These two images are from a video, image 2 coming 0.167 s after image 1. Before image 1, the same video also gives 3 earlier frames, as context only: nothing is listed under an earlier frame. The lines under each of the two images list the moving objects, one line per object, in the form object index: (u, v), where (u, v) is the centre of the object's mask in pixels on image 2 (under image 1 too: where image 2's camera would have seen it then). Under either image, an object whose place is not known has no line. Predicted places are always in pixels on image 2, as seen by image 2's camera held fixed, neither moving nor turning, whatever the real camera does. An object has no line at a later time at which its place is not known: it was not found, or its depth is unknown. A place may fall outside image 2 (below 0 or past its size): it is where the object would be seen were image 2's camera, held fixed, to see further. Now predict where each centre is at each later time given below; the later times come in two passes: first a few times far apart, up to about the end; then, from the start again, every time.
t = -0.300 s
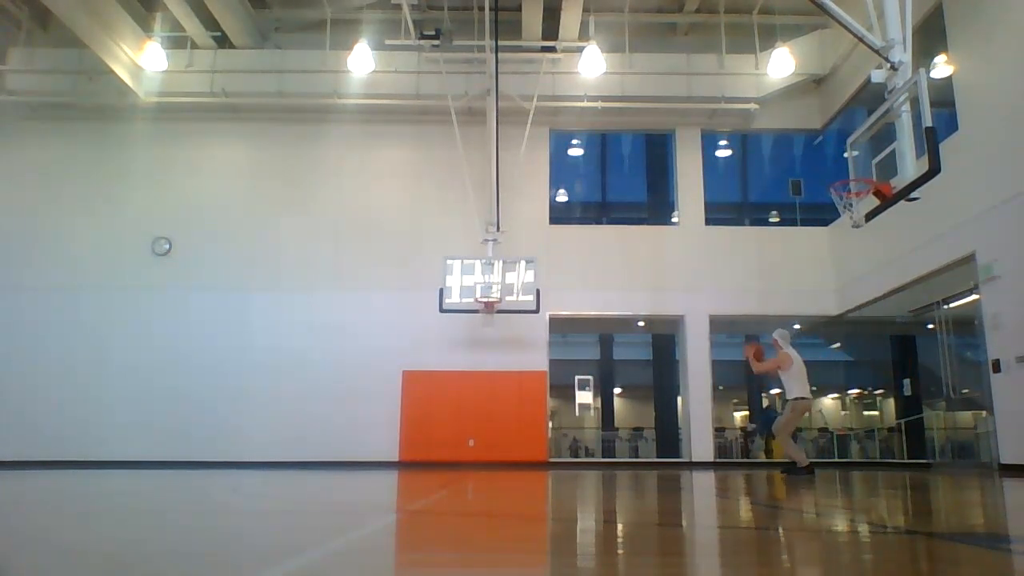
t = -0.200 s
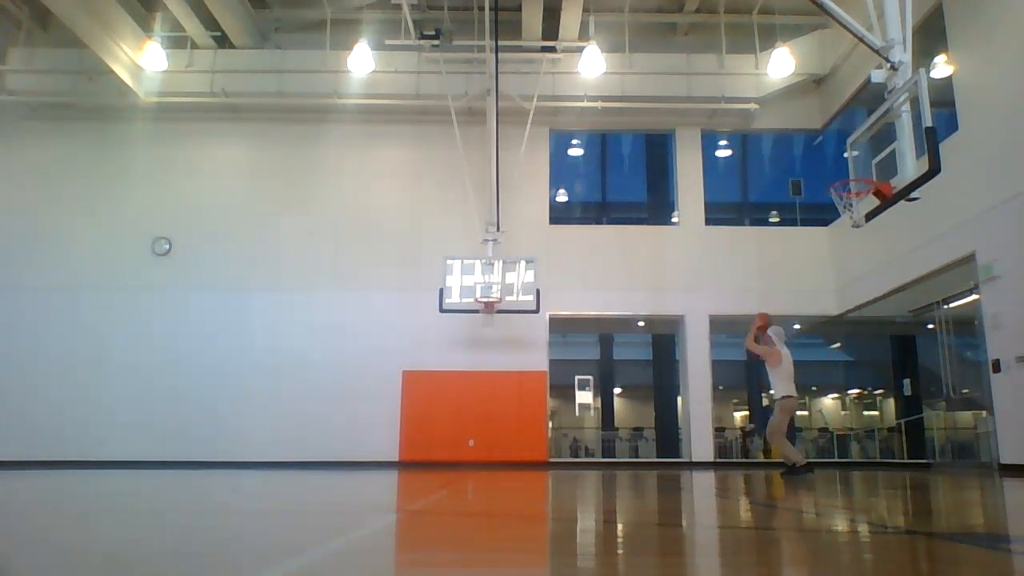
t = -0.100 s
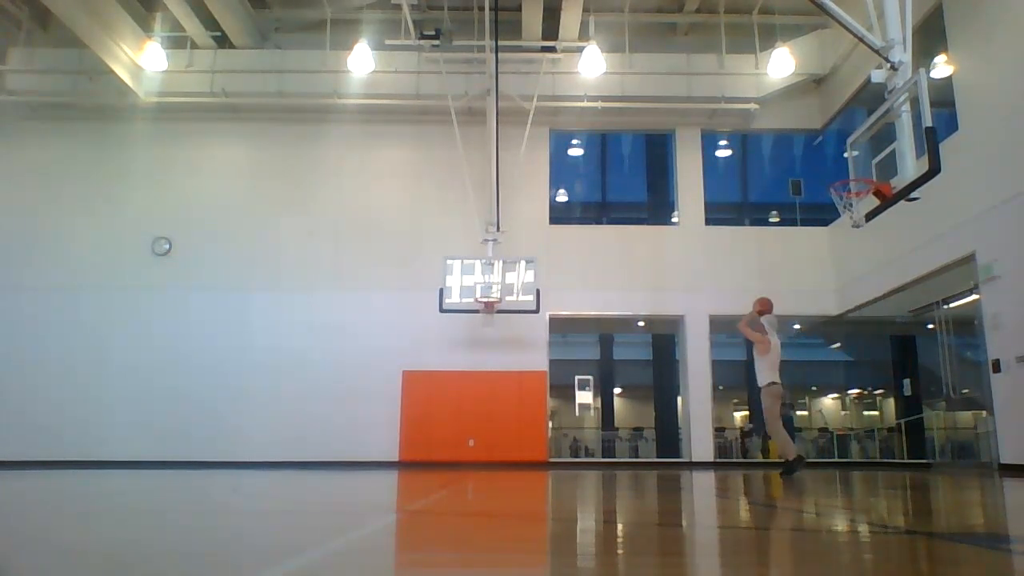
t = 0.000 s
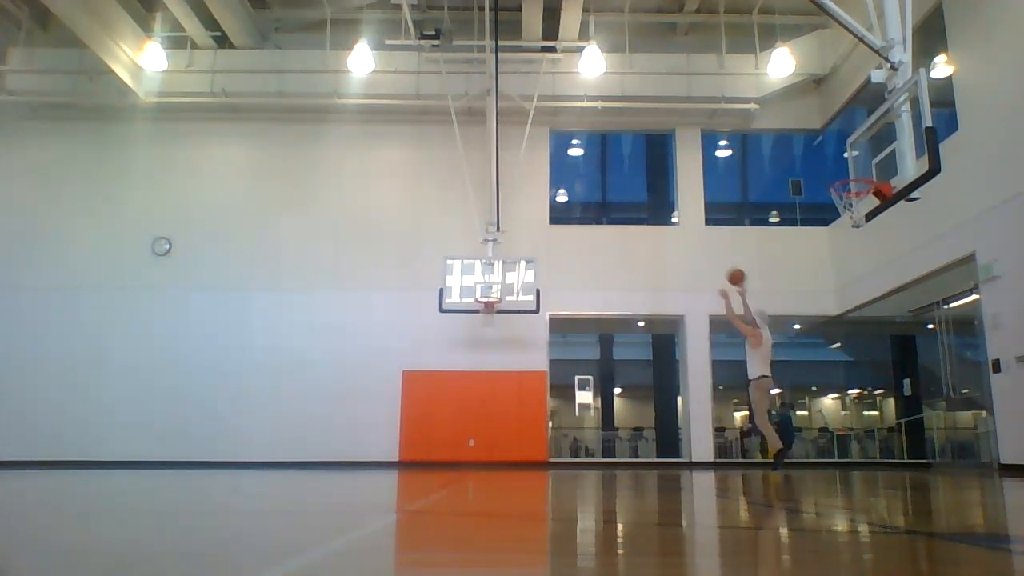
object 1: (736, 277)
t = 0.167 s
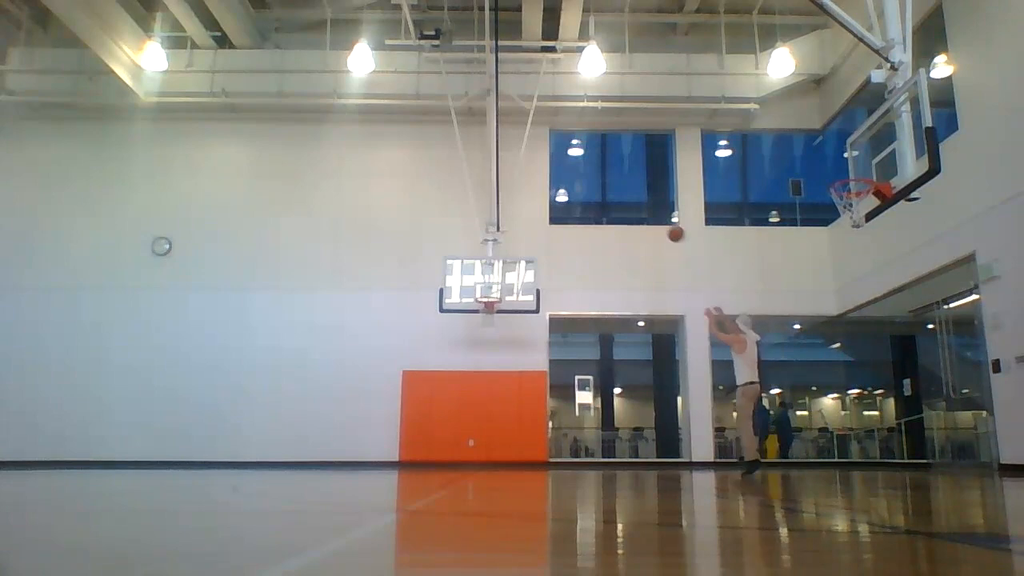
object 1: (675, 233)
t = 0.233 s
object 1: (654, 222)
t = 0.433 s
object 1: (599, 211)
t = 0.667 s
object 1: (547, 227)
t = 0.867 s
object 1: (509, 261)
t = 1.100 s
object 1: (487, 274)
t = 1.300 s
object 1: (493, 237)
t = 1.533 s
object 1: (499, 216)
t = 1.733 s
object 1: (505, 221)
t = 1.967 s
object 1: (512, 252)
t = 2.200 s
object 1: (519, 316)
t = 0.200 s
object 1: (664, 227)
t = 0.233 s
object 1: (654, 222)
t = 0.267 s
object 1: (644, 218)
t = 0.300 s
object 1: (635, 216)
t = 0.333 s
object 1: (626, 213)
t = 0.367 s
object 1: (617, 212)
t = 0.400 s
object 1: (607, 211)
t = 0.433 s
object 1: (599, 211)
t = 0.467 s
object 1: (591, 211)
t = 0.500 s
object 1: (583, 212)
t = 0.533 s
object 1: (576, 213)
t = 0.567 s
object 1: (568, 216)
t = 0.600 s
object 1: (561, 219)
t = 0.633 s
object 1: (554, 223)
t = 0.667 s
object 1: (547, 227)
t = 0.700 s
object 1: (540, 231)
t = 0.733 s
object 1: (534, 236)
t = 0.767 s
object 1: (528, 242)
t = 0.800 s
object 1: (521, 248)
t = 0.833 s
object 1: (515, 254)
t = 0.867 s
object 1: (509, 261)
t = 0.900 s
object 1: (504, 268)
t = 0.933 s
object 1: (498, 276)
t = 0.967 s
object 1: (492, 284)
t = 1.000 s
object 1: (486, 292)
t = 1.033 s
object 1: (485, 292)
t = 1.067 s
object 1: (486, 284)
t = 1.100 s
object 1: (487, 274)
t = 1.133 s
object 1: (487, 267)
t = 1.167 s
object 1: (489, 260)
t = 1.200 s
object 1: (490, 253)
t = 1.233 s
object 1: (491, 247)
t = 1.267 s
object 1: (492, 241)
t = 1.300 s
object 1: (493, 237)
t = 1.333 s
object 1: (494, 232)
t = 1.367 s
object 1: (495, 228)
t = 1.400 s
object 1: (496, 225)
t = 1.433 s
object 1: (496, 222)
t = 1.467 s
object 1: (498, 220)
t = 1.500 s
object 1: (499, 218)
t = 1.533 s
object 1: (499, 216)
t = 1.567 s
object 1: (500, 215)
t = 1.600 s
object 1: (502, 215)
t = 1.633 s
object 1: (503, 216)
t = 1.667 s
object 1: (504, 217)
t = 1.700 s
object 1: (504, 219)
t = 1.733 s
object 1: (505, 221)
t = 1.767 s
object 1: (506, 223)
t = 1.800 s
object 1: (507, 226)
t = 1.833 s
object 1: (508, 230)
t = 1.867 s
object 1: (509, 235)
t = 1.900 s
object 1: (510, 240)
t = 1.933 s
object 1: (511, 246)
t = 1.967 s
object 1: (512, 252)
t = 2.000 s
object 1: (513, 259)
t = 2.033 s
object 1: (514, 267)
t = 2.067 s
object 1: (515, 275)
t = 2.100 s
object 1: (516, 285)
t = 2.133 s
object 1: (517, 295)
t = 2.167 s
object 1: (518, 305)
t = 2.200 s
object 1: (519, 316)
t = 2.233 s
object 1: (521, 328)
